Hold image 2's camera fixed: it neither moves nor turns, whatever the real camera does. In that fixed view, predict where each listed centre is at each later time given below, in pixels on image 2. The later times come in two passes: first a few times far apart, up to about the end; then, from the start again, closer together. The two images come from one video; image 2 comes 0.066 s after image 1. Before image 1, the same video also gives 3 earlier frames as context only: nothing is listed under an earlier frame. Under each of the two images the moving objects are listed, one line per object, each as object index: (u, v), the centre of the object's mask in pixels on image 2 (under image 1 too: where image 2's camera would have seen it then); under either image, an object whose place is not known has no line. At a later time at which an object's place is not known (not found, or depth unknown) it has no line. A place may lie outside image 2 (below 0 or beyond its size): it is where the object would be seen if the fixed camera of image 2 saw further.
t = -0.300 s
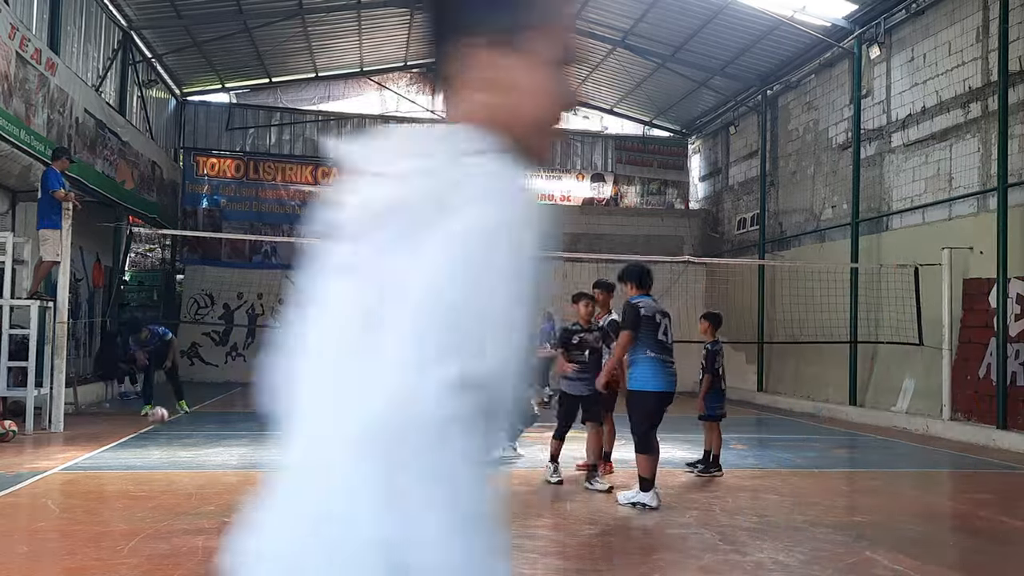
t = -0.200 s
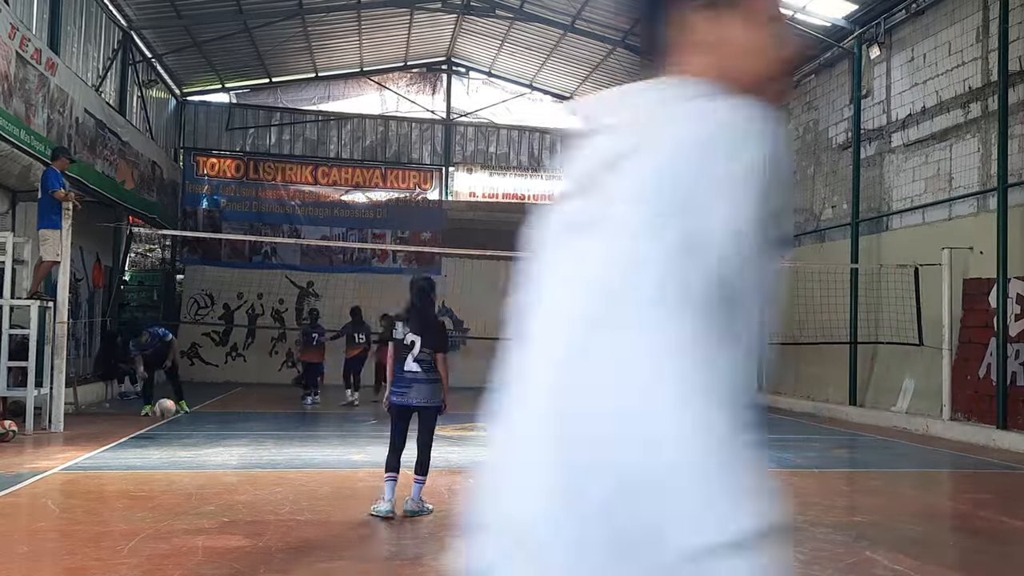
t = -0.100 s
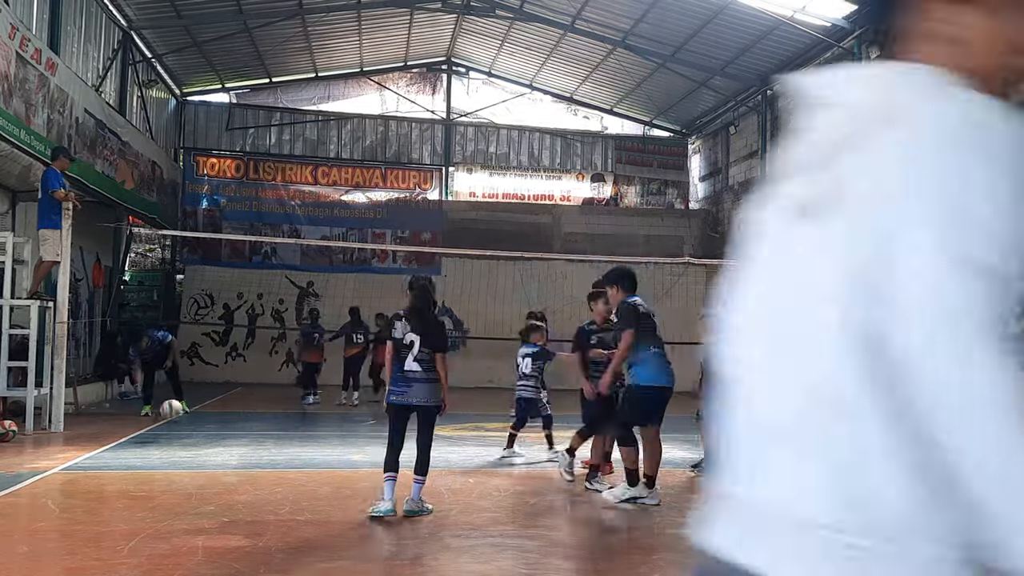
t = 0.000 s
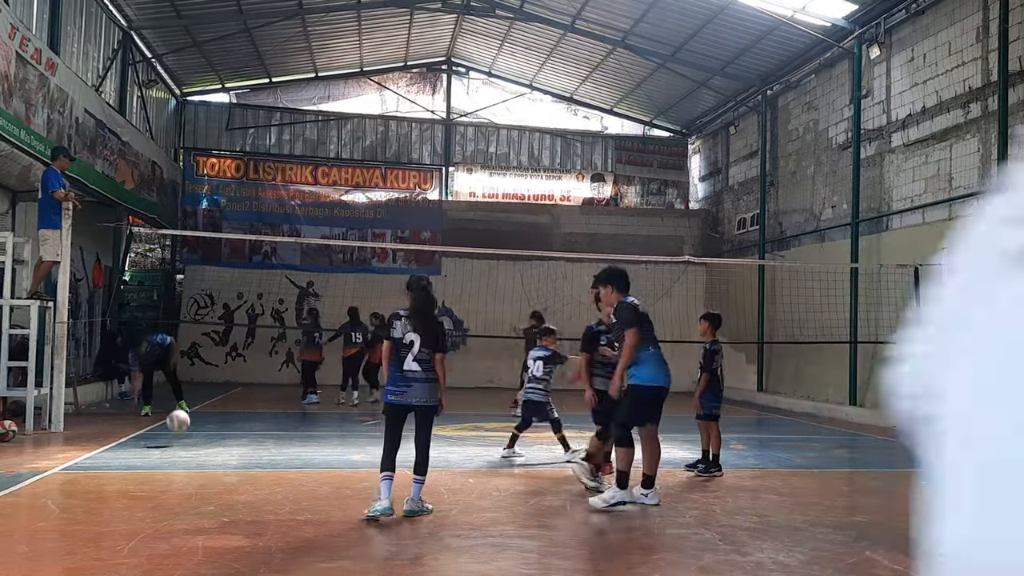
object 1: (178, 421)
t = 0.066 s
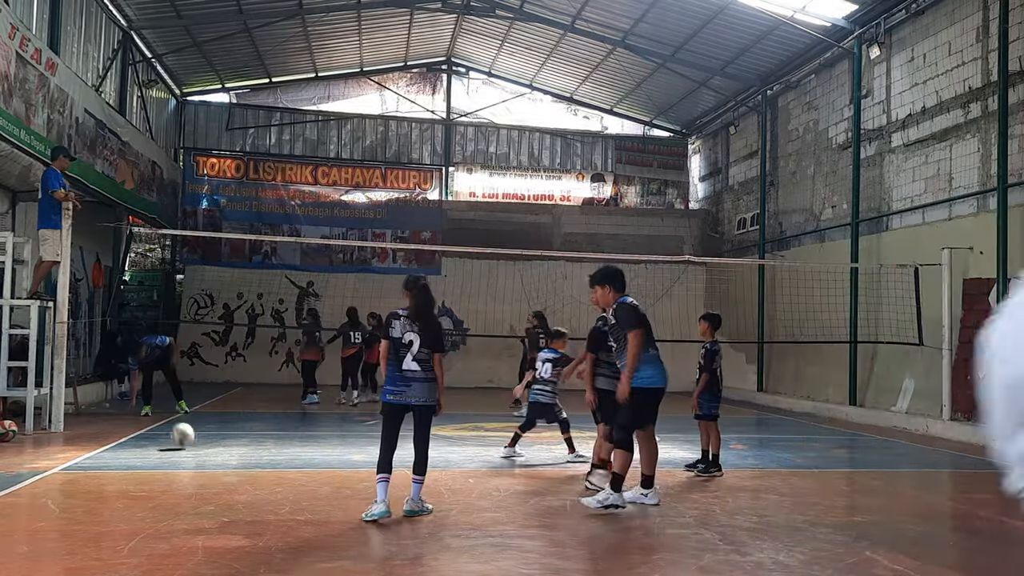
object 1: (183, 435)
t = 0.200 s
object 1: (193, 430)
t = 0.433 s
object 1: (213, 457)
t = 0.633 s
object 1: (234, 452)
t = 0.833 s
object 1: (258, 484)
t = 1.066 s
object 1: (292, 510)
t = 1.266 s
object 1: (330, 529)
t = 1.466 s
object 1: (381, 557)
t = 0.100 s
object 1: (185, 438)
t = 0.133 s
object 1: (188, 434)
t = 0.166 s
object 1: (190, 432)
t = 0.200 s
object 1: (193, 430)
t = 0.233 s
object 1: (196, 430)
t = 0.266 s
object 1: (199, 431)
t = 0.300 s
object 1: (201, 433)
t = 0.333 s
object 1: (204, 437)
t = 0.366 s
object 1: (207, 442)
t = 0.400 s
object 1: (210, 448)
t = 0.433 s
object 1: (213, 457)
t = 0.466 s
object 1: (216, 457)
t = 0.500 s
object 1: (220, 453)
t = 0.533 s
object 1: (223, 451)
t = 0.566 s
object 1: (227, 450)
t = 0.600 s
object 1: (231, 450)
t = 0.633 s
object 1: (234, 452)
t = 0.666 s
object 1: (238, 456)
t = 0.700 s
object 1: (241, 461)
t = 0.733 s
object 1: (245, 470)
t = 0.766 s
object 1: (250, 478)
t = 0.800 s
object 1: (253, 488)
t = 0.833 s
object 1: (258, 484)
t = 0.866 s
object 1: (262, 482)
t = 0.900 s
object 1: (267, 481)
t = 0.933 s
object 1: (272, 484)
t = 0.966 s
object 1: (275, 487)
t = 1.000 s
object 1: (282, 491)
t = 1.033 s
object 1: (286, 498)
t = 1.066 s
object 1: (292, 510)
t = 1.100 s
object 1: (297, 520)
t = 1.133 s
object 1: (303, 518)
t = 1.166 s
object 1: (310, 517)
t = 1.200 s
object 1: (317, 520)
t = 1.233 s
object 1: (322, 522)
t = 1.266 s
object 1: (330, 529)
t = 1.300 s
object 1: (336, 539)
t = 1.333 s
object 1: (345, 552)
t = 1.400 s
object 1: (362, 555)
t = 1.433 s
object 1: (371, 555)
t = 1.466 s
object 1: (381, 557)
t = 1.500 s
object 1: (390, 560)
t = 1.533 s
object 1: (400, 565)
